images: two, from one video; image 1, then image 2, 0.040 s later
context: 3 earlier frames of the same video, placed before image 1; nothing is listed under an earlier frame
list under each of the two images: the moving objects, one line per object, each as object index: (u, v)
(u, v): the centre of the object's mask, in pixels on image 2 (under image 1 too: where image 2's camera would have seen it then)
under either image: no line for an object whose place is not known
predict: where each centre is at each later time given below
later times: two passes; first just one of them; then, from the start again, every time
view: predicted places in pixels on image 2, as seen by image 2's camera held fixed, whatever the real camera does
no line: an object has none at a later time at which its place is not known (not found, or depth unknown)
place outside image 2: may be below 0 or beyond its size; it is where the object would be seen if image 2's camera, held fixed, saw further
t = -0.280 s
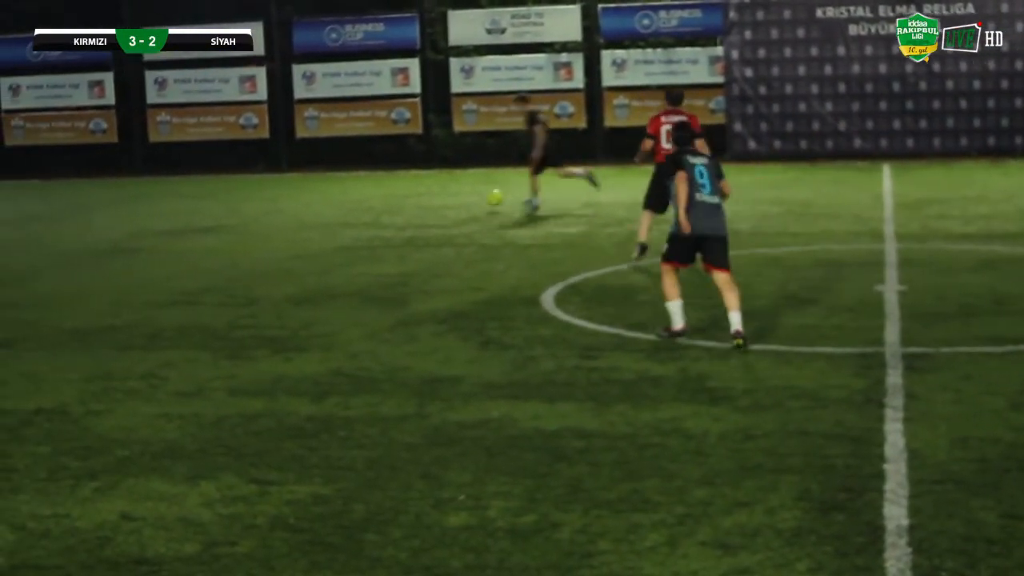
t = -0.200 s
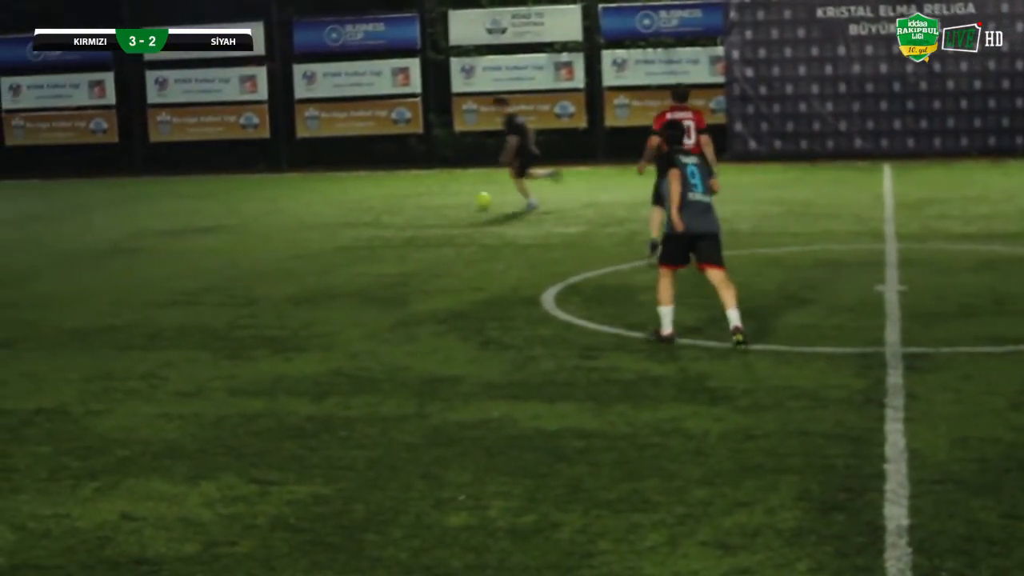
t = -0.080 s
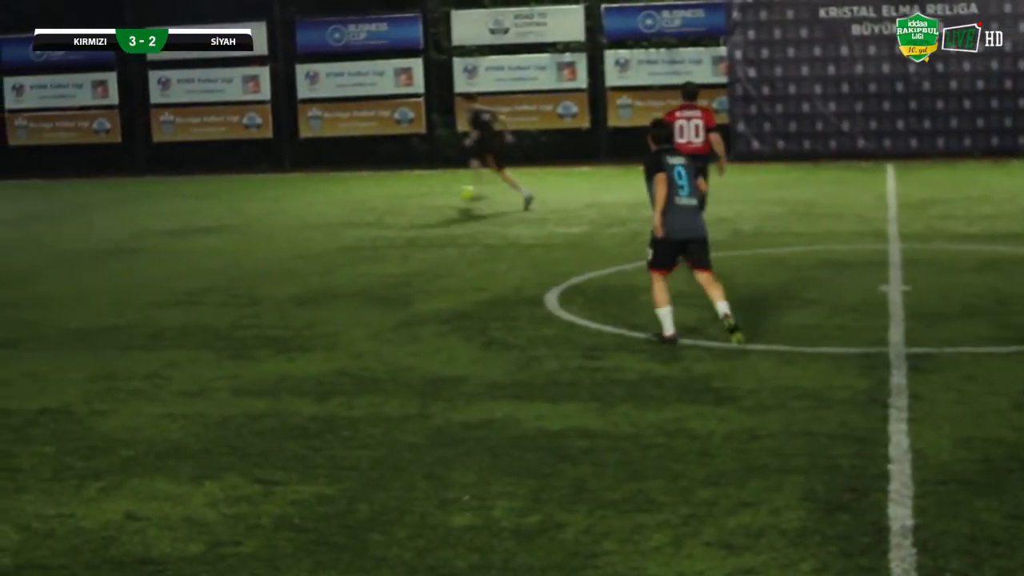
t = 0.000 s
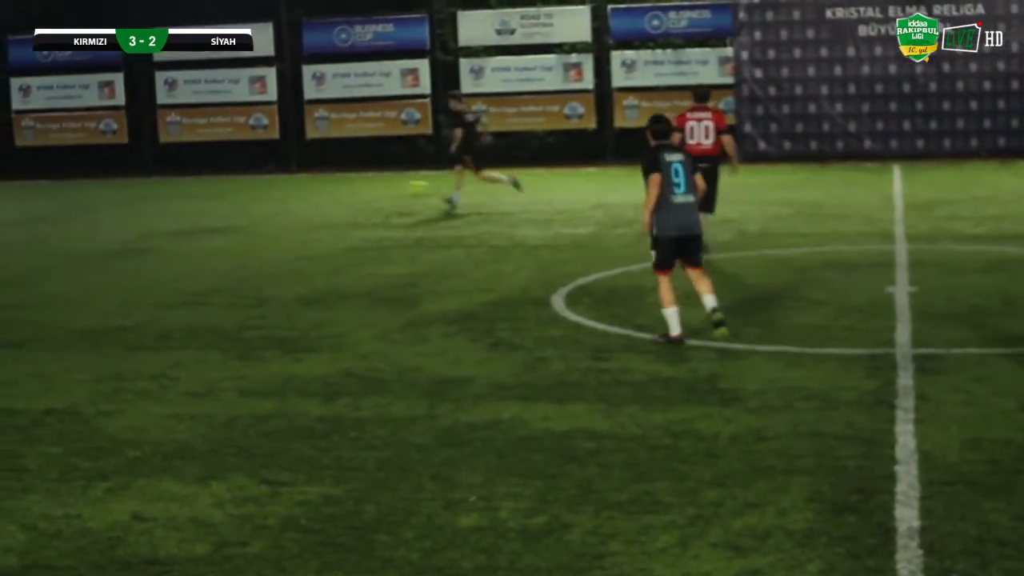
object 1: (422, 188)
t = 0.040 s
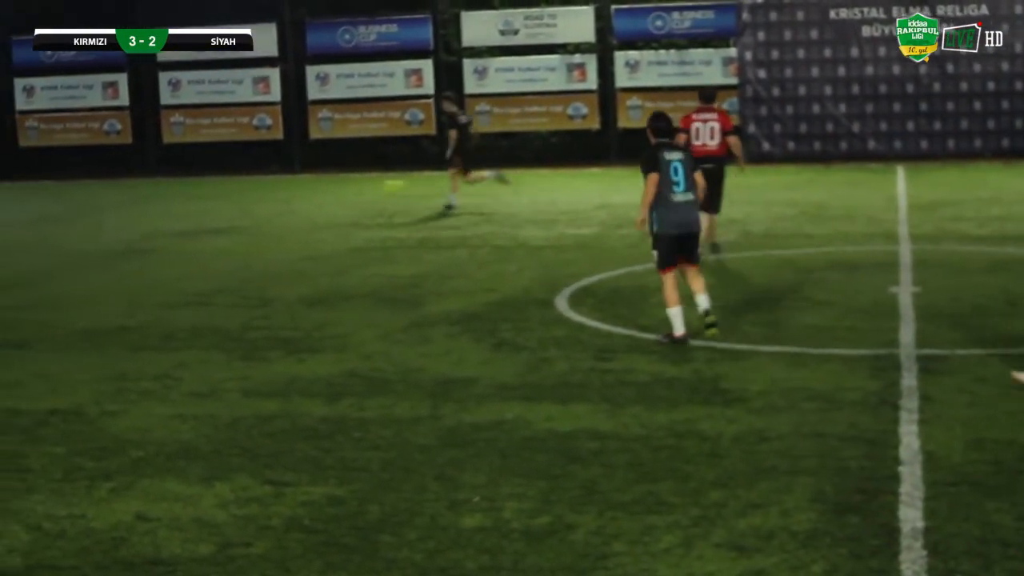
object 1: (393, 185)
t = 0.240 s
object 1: (251, 197)
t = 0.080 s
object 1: (364, 186)
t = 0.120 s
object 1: (335, 186)
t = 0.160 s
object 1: (305, 190)
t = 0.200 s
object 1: (279, 193)
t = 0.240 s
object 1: (251, 197)
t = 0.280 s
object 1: (224, 203)
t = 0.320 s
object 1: (198, 211)
